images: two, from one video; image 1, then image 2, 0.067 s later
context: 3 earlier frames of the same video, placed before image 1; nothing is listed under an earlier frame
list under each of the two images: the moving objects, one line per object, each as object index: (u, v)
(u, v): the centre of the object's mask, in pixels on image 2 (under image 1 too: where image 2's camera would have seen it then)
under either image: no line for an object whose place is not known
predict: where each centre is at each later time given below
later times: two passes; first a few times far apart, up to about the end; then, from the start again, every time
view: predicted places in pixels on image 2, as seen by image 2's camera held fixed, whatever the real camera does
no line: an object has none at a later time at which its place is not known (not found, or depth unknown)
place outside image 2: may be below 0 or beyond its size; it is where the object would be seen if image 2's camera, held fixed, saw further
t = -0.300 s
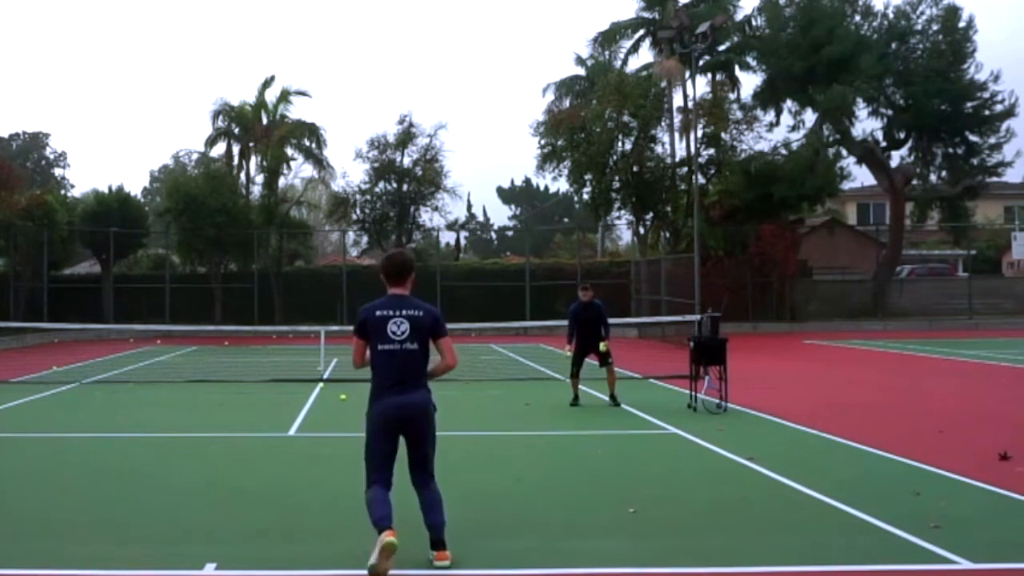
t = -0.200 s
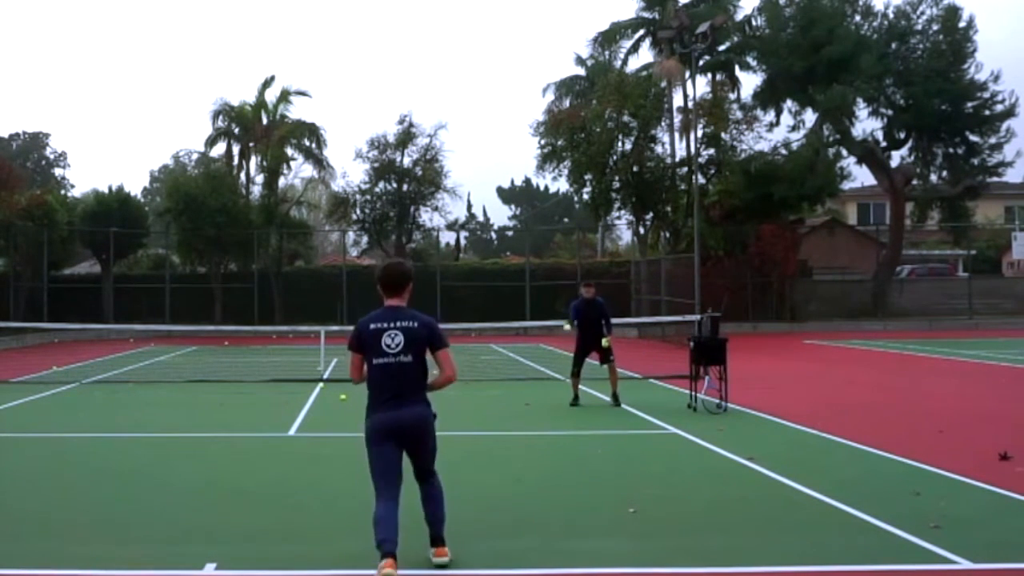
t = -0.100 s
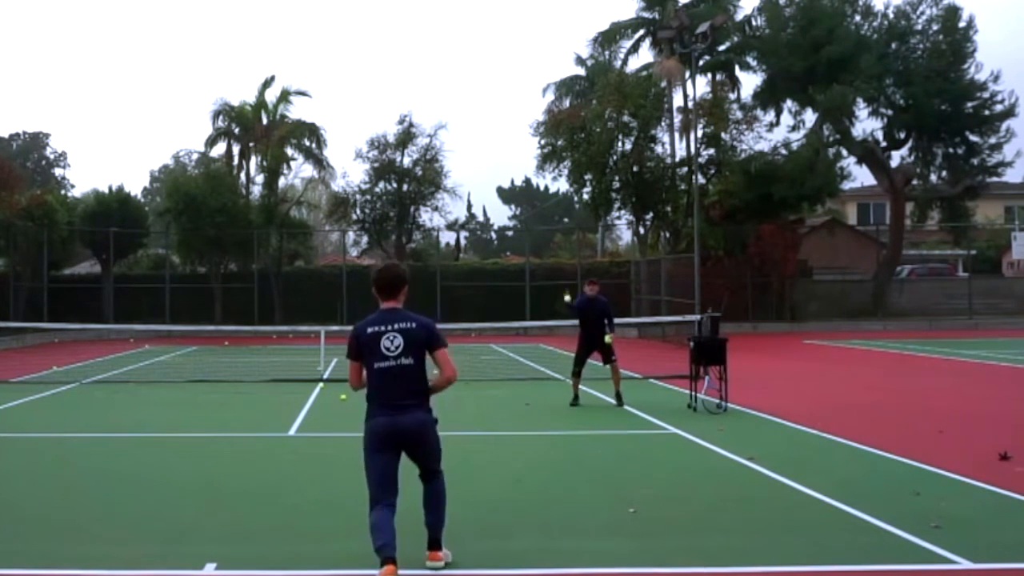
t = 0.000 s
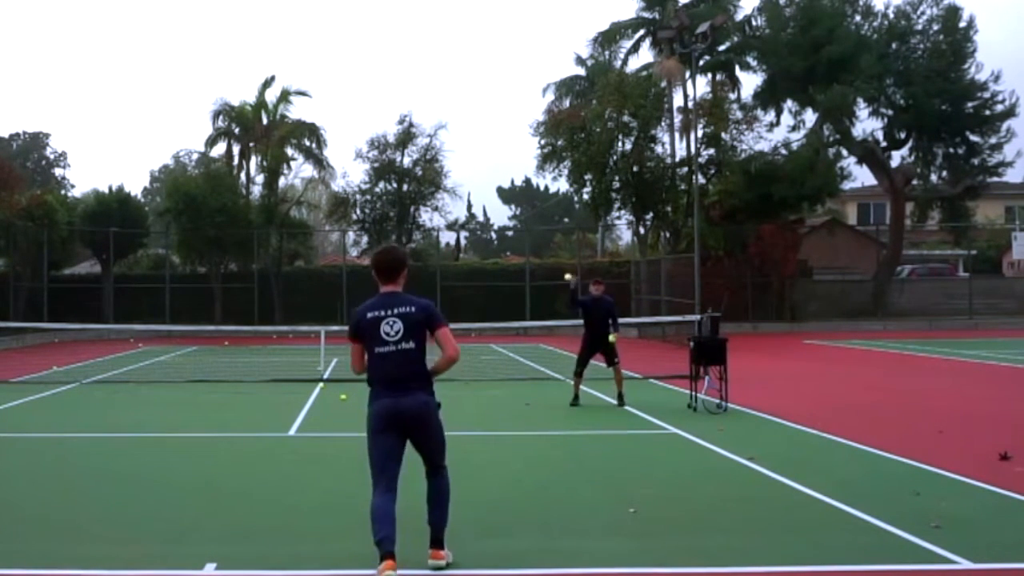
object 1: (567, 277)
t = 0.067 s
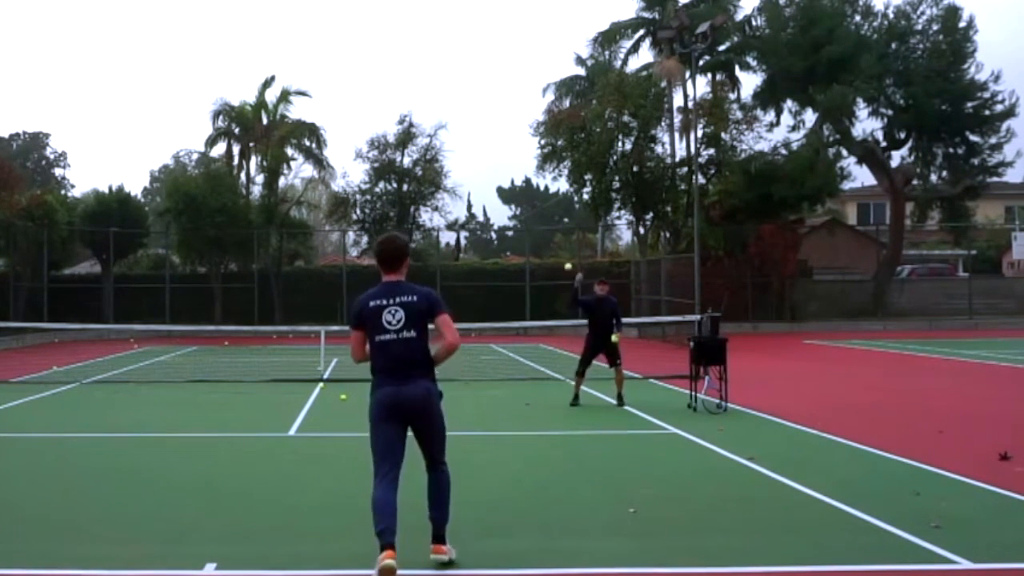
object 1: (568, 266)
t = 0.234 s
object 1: (568, 256)
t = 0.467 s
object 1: (571, 285)
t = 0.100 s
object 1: (568, 262)
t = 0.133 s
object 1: (568, 259)
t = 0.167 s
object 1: (568, 257)
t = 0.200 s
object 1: (568, 256)
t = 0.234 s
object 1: (568, 256)
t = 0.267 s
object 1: (569, 257)
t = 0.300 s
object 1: (569, 259)
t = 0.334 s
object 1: (569, 261)
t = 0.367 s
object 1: (570, 266)
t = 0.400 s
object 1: (570, 271)
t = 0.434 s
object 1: (570, 278)
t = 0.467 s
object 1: (571, 285)
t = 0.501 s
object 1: (571, 293)
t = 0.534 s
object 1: (571, 303)
